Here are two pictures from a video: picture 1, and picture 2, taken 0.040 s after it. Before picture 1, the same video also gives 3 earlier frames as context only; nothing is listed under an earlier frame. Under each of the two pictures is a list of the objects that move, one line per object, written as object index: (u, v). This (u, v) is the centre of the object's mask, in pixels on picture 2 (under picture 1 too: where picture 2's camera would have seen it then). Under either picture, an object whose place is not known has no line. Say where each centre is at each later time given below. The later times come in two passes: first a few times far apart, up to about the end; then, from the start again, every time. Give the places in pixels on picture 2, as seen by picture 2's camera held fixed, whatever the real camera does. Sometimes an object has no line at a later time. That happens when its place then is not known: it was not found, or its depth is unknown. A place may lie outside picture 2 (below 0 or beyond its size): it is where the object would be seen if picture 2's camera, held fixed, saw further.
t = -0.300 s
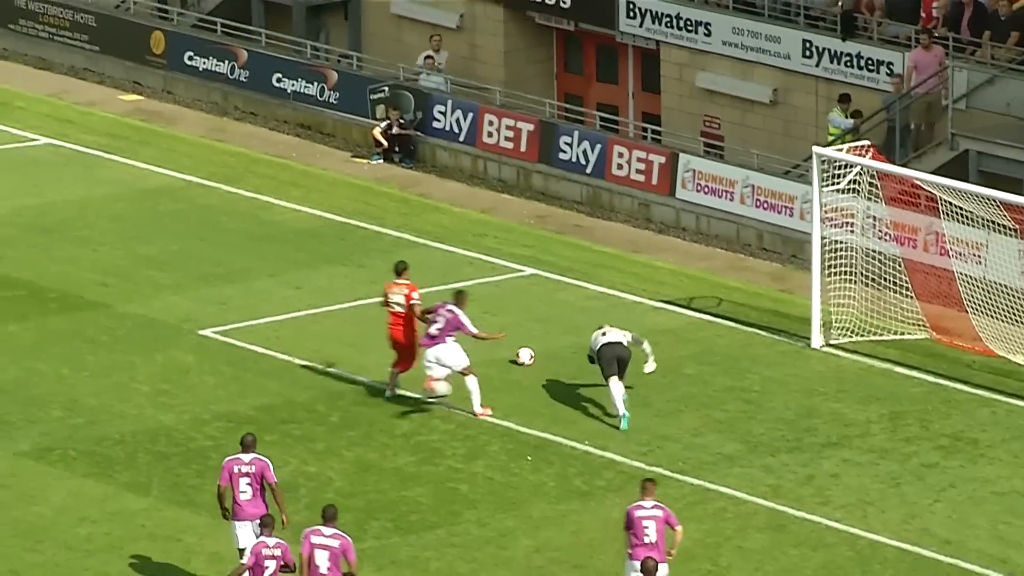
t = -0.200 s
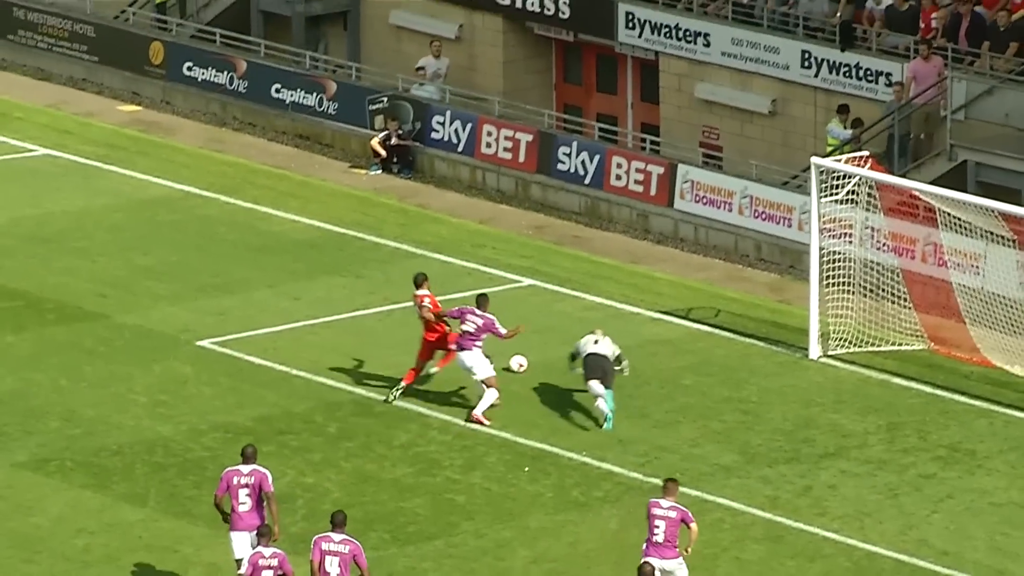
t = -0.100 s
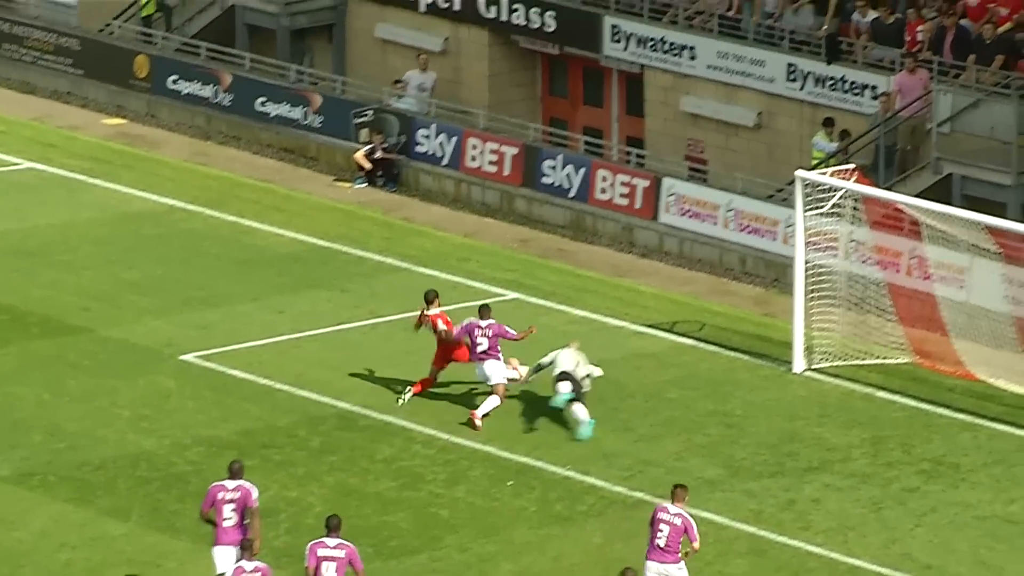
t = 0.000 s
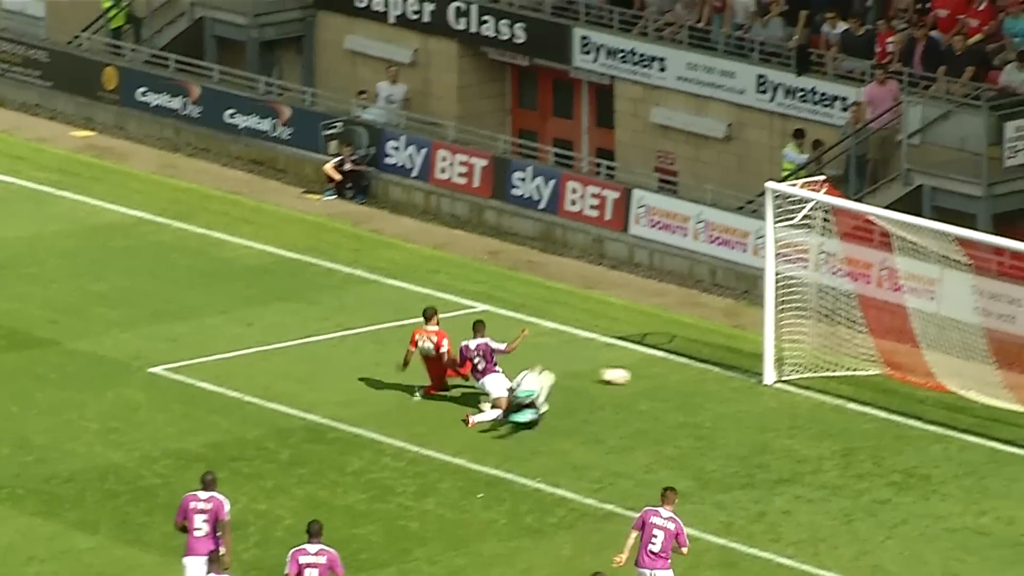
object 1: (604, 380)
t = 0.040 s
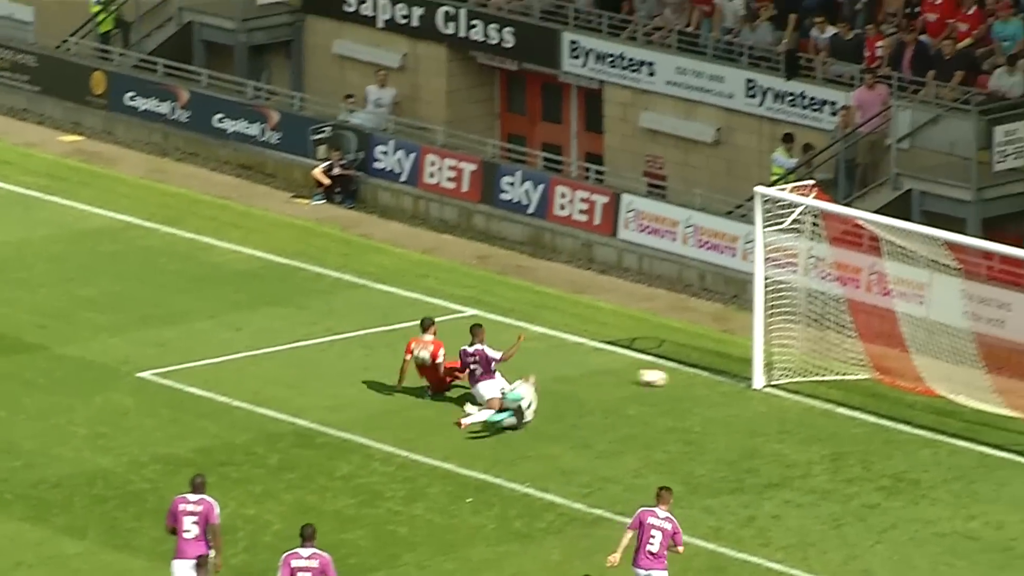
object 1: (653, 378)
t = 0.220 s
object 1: (851, 360)
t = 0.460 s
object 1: (851, 352)
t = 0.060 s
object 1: (676, 376)
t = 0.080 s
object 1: (700, 375)
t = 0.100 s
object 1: (722, 373)
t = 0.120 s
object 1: (742, 372)
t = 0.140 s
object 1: (772, 371)
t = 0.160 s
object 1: (789, 367)
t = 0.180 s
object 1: (812, 366)
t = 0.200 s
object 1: (832, 363)
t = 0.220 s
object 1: (851, 360)
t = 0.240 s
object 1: (867, 360)
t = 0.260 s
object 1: (878, 358)
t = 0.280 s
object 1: (880, 357)
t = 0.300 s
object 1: (877, 356)
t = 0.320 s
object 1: (875, 355)
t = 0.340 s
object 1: (873, 354)
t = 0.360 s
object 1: (869, 353)
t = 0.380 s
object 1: (864, 351)
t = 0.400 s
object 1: (861, 350)
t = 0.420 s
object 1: (857, 351)
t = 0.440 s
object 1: (854, 351)
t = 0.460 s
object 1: (851, 352)
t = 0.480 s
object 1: (847, 353)
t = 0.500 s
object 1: (843, 355)
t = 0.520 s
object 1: (840, 355)
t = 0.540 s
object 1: (837, 357)
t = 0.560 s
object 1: (834, 358)
